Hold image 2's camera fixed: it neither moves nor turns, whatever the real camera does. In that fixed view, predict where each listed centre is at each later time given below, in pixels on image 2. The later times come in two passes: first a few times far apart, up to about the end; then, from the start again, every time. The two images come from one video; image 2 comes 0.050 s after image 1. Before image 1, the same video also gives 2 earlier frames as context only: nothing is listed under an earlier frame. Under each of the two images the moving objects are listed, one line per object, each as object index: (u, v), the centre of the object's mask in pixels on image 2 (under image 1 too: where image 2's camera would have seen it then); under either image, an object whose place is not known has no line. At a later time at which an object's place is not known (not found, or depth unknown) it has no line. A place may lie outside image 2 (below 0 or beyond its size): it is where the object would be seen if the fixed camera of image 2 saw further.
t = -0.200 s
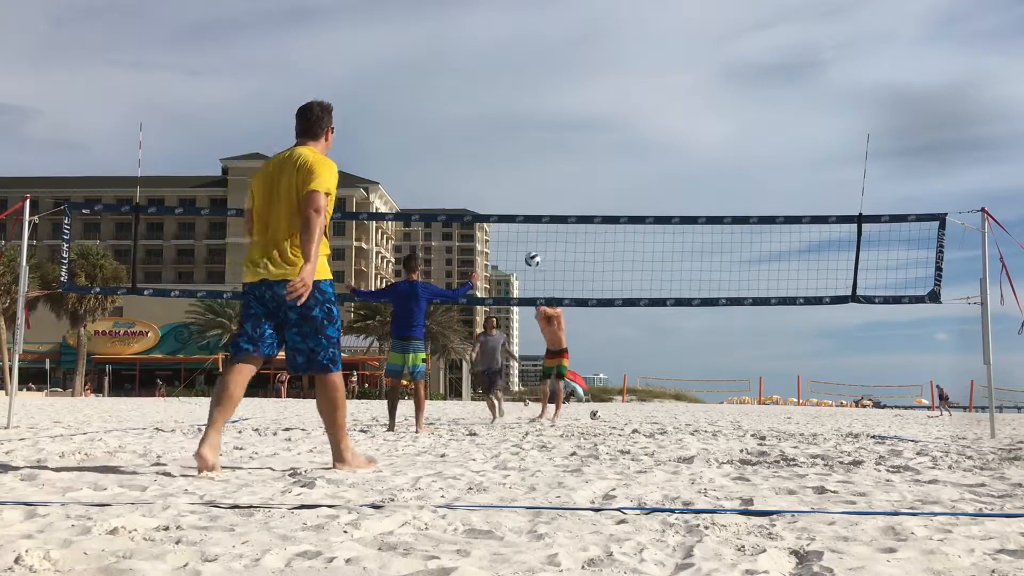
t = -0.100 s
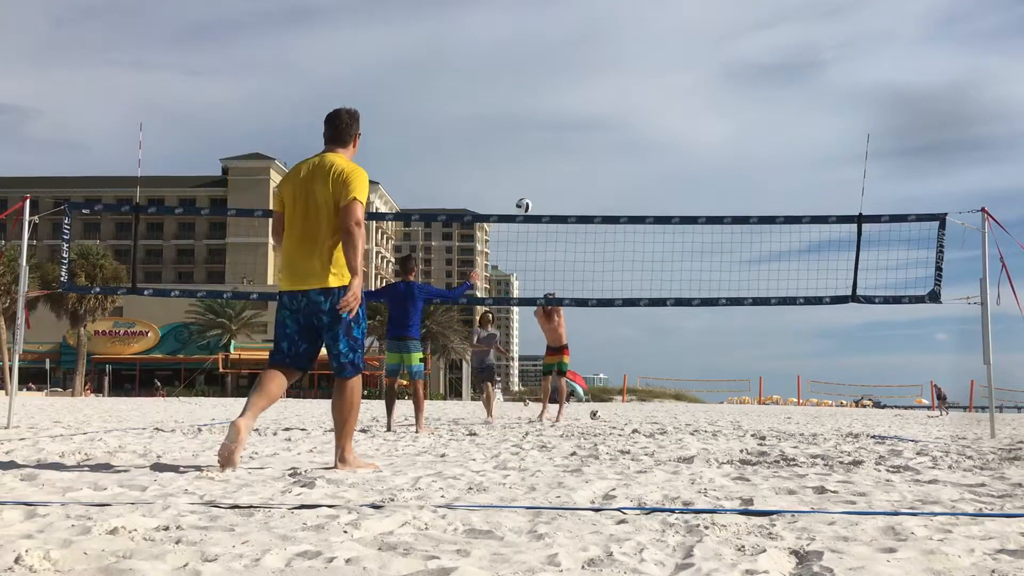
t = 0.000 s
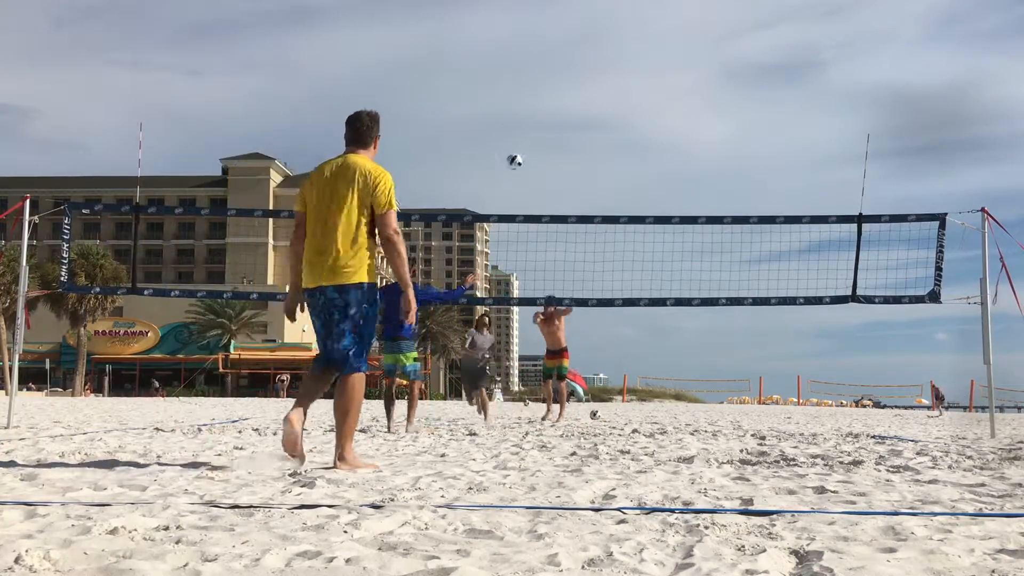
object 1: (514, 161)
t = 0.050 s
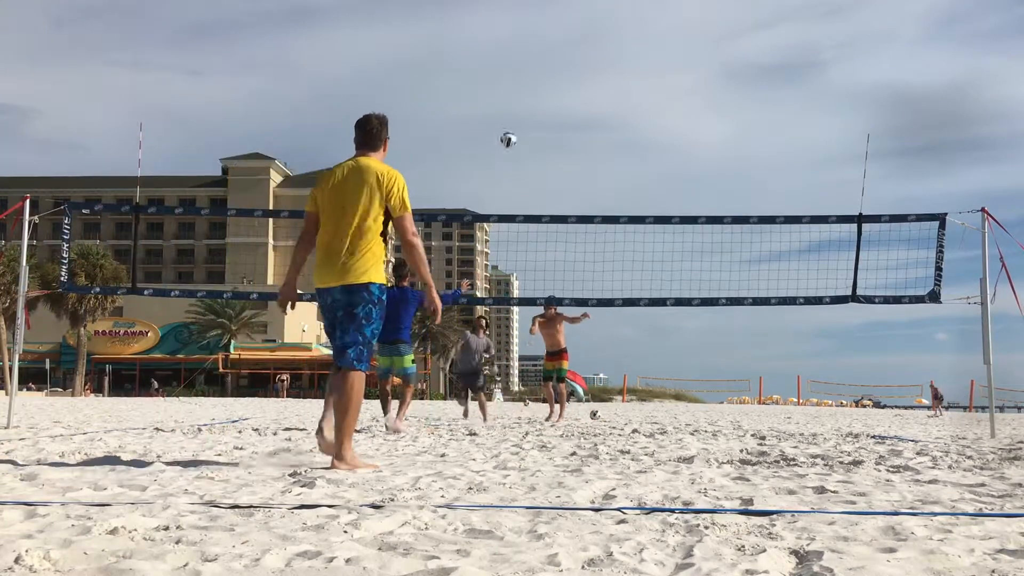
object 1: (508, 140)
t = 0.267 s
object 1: (485, 90)
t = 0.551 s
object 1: (451, 91)
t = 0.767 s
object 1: (421, 147)
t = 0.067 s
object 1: (507, 135)
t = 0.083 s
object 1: (505, 131)
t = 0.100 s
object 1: (504, 127)
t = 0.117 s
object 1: (503, 122)
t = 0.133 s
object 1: (502, 119)
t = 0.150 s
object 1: (500, 115)
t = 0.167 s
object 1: (496, 107)
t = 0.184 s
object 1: (495, 104)
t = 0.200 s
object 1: (493, 102)
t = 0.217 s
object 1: (492, 99)
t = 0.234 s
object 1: (490, 97)
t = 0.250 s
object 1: (489, 95)
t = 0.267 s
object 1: (485, 90)
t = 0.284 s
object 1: (484, 89)
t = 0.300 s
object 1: (482, 87)
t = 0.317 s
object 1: (481, 86)
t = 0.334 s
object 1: (479, 84)
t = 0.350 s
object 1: (477, 84)
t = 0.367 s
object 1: (475, 82)
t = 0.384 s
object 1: (472, 82)
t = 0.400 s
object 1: (470, 82)
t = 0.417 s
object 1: (468, 81)
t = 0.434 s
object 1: (467, 82)
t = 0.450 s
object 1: (465, 83)
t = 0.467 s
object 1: (463, 84)
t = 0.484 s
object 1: (461, 84)
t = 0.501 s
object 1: (458, 86)
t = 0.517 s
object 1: (455, 88)
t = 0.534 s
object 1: (454, 89)
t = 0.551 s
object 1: (451, 91)
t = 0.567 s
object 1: (450, 94)
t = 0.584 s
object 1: (448, 97)
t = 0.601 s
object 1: (444, 102)
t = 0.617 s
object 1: (442, 105)
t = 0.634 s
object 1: (440, 108)
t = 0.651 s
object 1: (438, 111)
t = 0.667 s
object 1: (436, 115)
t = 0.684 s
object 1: (434, 119)
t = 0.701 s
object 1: (432, 123)
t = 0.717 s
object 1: (428, 131)
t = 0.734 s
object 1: (425, 137)
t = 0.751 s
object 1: (424, 142)
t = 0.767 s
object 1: (421, 147)
